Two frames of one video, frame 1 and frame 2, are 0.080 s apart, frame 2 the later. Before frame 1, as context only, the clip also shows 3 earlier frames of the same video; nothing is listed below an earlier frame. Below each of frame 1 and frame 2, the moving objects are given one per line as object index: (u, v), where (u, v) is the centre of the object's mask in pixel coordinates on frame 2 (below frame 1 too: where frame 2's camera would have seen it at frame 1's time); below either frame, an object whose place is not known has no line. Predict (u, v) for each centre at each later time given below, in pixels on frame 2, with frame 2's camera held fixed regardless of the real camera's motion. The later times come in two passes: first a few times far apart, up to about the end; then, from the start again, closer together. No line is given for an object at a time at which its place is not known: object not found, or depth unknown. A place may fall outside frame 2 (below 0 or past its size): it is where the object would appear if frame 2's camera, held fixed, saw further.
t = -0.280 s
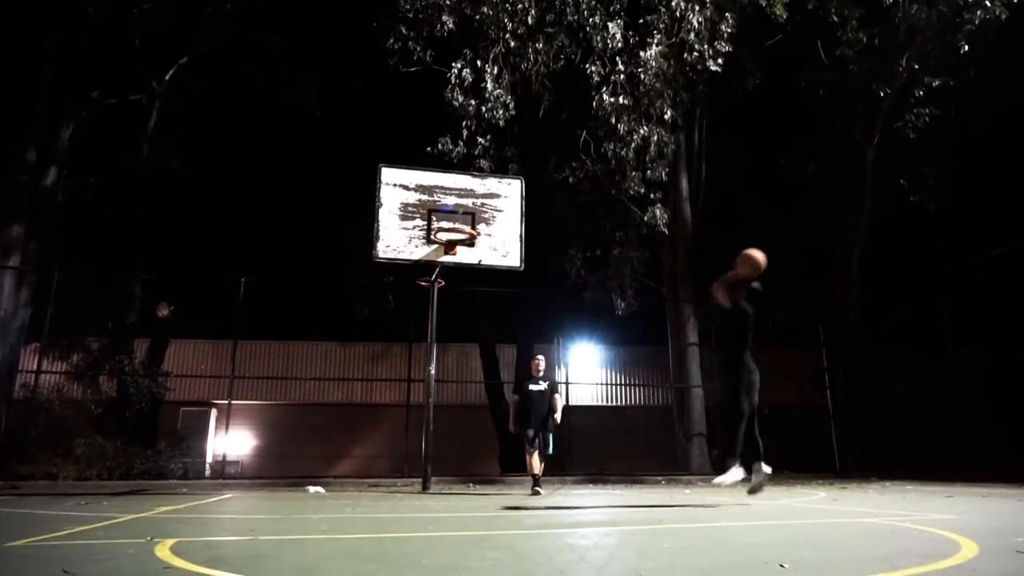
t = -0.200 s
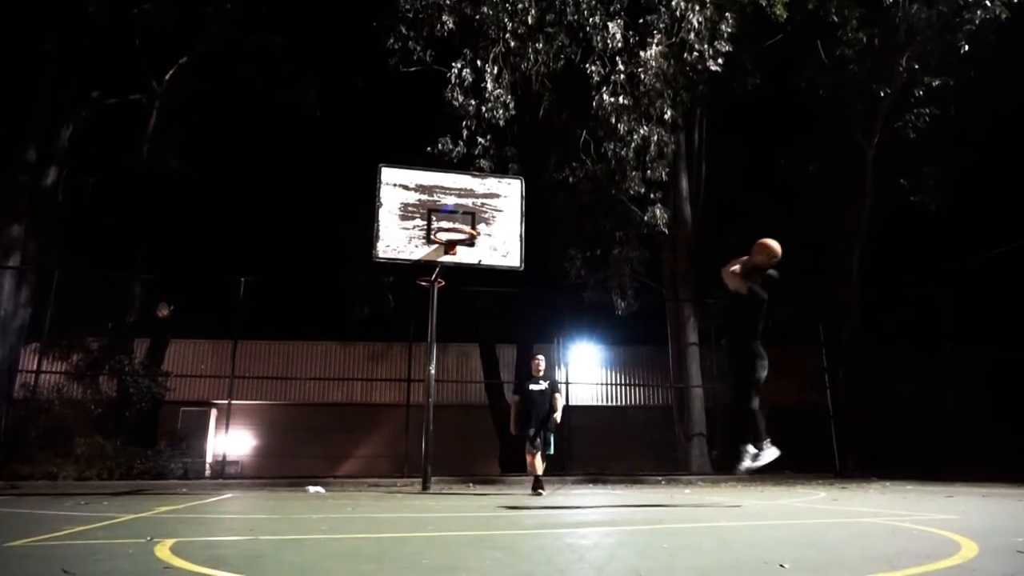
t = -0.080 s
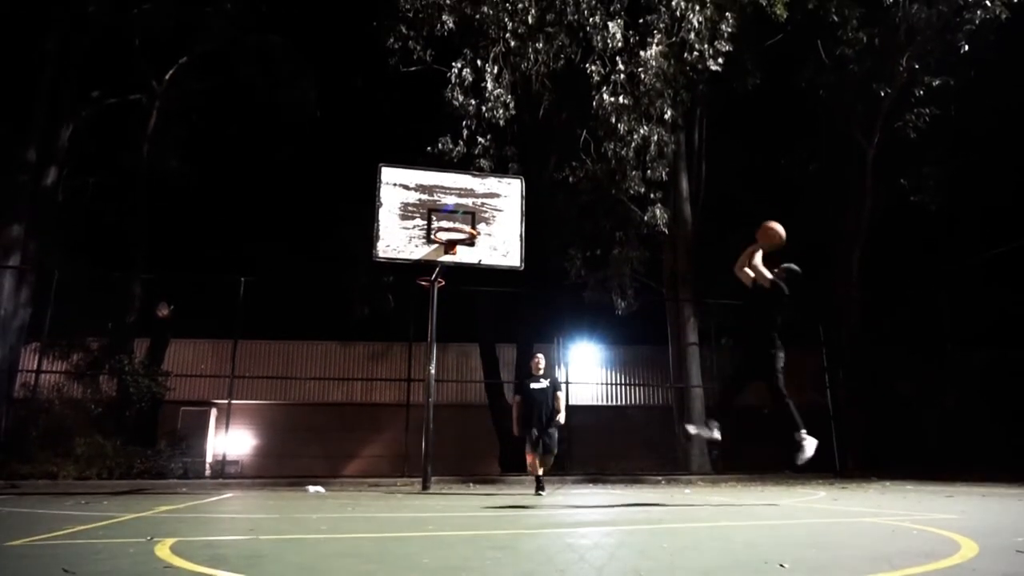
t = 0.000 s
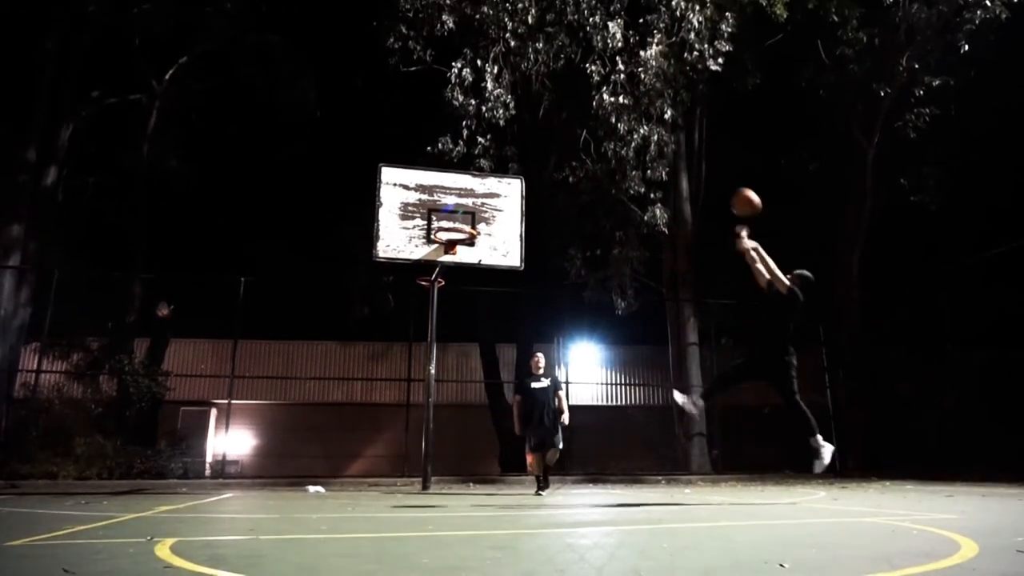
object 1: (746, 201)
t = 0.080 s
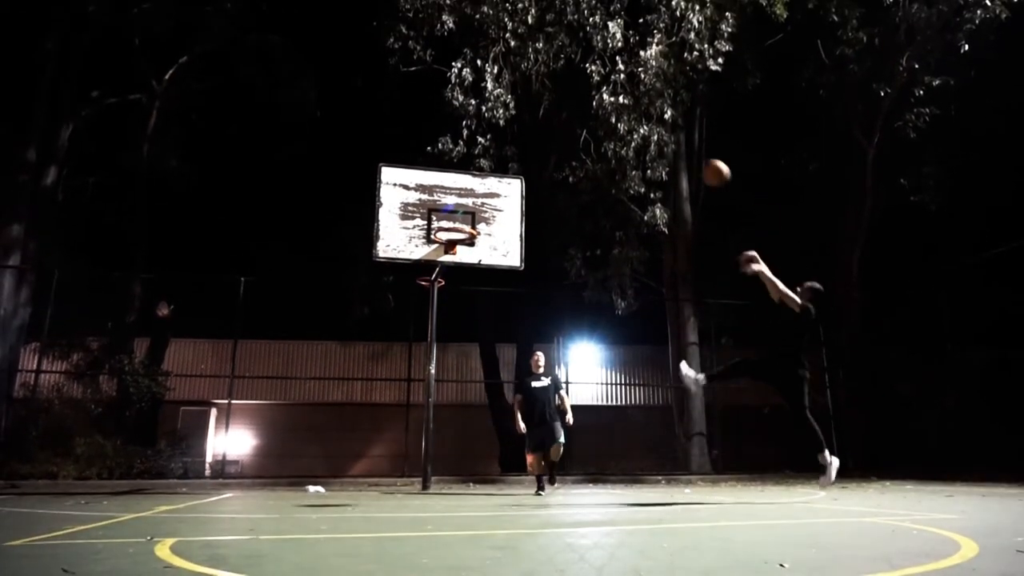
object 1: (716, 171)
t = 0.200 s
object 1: (679, 141)
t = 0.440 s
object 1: (607, 124)
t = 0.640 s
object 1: (557, 145)
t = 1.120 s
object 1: (454, 313)
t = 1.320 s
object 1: (414, 430)
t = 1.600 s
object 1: (383, 398)
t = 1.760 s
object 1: (371, 355)
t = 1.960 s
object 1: (353, 333)
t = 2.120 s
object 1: (340, 332)
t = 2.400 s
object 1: (318, 376)
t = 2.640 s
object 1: (294, 458)
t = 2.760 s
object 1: (285, 460)
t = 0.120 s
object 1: (702, 159)
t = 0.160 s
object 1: (690, 149)
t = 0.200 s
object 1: (679, 141)
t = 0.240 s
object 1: (665, 134)
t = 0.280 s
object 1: (652, 129)
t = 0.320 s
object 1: (641, 125)
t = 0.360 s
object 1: (628, 124)
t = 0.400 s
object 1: (617, 123)
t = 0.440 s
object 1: (607, 124)
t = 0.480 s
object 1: (596, 125)
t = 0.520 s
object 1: (586, 128)
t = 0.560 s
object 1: (576, 132)
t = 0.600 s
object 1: (567, 138)
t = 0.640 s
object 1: (557, 145)
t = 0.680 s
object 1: (548, 152)
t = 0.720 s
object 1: (539, 161)
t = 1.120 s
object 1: (454, 313)
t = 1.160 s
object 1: (447, 333)
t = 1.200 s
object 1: (440, 356)
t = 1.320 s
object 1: (414, 430)
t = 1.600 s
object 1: (383, 398)
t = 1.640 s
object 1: (380, 386)
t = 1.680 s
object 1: (377, 374)
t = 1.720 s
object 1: (374, 363)
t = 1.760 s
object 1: (371, 355)
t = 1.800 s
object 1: (368, 348)
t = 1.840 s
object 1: (364, 342)
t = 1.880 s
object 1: (361, 337)
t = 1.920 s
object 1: (359, 335)
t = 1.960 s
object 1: (353, 333)
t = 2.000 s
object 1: (350, 331)
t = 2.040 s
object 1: (347, 331)
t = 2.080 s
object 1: (344, 332)
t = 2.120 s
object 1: (340, 332)
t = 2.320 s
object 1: (326, 360)
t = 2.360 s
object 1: (322, 367)
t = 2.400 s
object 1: (318, 376)
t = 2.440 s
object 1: (314, 387)
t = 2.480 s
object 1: (310, 400)
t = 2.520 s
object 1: (306, 412)
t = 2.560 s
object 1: (303, 426)
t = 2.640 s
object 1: (294, 458)
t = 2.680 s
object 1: (290, 476)
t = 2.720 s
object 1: (287, 472)
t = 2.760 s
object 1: (285, 460)
